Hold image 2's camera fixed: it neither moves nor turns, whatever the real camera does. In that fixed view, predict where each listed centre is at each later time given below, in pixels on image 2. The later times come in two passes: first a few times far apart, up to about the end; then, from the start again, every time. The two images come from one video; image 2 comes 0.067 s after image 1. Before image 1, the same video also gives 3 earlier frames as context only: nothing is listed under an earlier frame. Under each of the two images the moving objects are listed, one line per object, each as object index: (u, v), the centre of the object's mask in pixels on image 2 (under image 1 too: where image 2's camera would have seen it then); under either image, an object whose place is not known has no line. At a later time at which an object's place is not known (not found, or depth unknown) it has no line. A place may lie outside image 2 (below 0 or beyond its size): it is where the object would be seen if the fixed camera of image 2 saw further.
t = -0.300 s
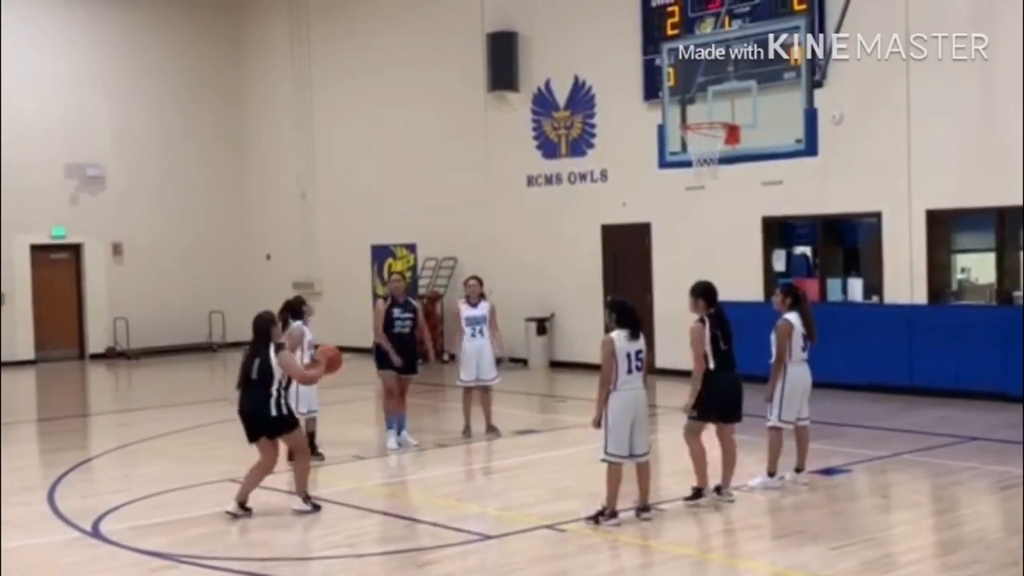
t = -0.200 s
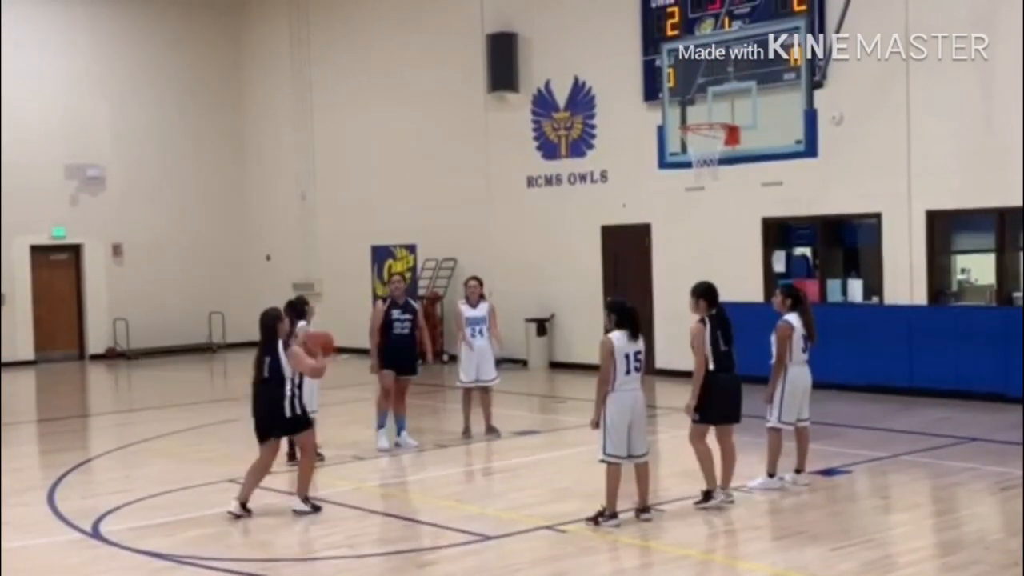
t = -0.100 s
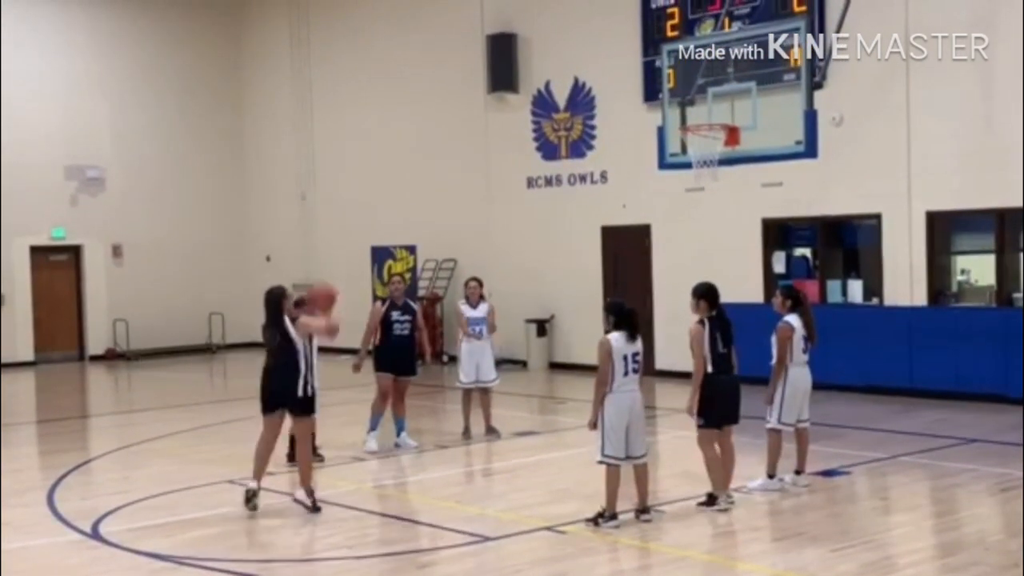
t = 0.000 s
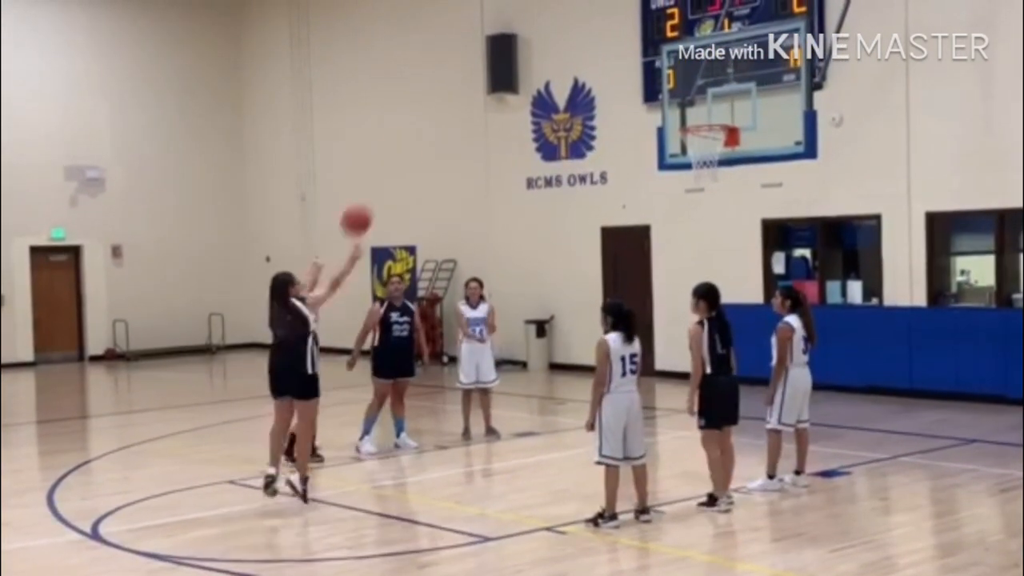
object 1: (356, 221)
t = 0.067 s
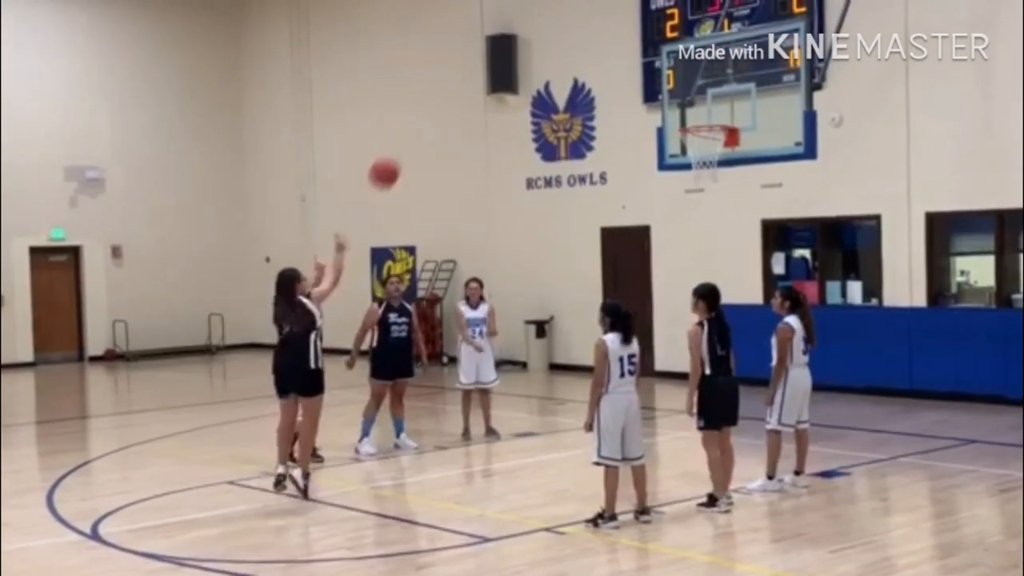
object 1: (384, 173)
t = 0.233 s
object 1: (453, 84)
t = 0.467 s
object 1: (542, 19)
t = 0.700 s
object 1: (623, 19)
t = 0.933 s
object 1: (697, 77)
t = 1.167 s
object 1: (717, 82)
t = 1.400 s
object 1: (699, 66)
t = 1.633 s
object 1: (676, 104)
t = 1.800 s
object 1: (662, 170)
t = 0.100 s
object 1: (398, 152)
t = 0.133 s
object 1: (412, 132)
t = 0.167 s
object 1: (426, 115)
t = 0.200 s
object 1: (439, 98)
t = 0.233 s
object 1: (453, 84)
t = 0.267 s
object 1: (465, 70)
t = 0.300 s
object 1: (478, 58)
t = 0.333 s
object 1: (492, 46)
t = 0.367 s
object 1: (505, 39)
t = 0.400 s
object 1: (518, 30)
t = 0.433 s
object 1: (529, 24)
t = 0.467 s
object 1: (542, 19)
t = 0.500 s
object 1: (554, 15)
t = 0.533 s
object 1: (566, 13)
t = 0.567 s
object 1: (577, 12)
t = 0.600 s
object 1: (589, 11)
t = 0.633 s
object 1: (600, 13)
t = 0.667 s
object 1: (612, 16)
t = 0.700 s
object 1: (623, 19)
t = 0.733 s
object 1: (633, 25)
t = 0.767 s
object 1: (645, 31)
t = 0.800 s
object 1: (654, 37)
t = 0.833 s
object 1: (665, 46)
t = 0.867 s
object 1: (677, 57)
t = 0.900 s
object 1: (686, 65)
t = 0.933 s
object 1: (697, 77)
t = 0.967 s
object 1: (708, 89)
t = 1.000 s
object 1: (718, 104)
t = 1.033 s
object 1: (728, 116)
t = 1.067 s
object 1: (727, 107)
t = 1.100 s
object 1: (723, 97)
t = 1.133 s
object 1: (720, 89)
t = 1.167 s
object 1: (717, 82)
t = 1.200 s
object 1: (716, 76)
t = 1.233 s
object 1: (712, 72)
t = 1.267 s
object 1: (709, 68)
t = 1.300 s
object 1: (707, 66)
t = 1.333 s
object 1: (705, 66)
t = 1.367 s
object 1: (703, 65)
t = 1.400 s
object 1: (699, 66)
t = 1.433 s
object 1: (696, 68)
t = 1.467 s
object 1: (692, 71)
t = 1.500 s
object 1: (689, 75)
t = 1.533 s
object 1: (686, 81)
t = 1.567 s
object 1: (683, 86)
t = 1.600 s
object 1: (681, 95)
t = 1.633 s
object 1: (676, 104)
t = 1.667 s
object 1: (674, 115)
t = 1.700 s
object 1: (672, 128)
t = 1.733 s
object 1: (669, 139)
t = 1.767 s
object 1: (666, 154)
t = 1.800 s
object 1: (662, 170)
